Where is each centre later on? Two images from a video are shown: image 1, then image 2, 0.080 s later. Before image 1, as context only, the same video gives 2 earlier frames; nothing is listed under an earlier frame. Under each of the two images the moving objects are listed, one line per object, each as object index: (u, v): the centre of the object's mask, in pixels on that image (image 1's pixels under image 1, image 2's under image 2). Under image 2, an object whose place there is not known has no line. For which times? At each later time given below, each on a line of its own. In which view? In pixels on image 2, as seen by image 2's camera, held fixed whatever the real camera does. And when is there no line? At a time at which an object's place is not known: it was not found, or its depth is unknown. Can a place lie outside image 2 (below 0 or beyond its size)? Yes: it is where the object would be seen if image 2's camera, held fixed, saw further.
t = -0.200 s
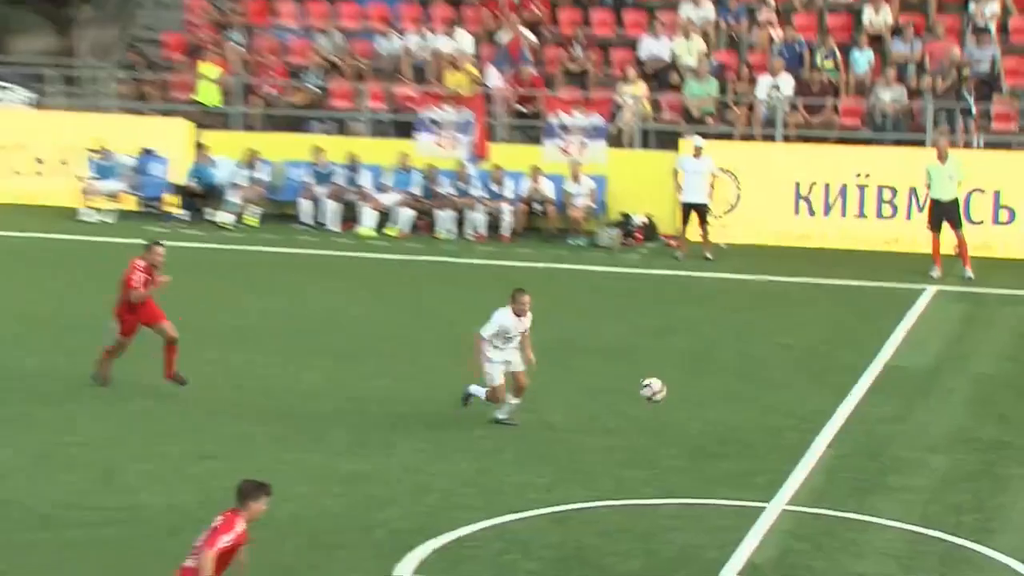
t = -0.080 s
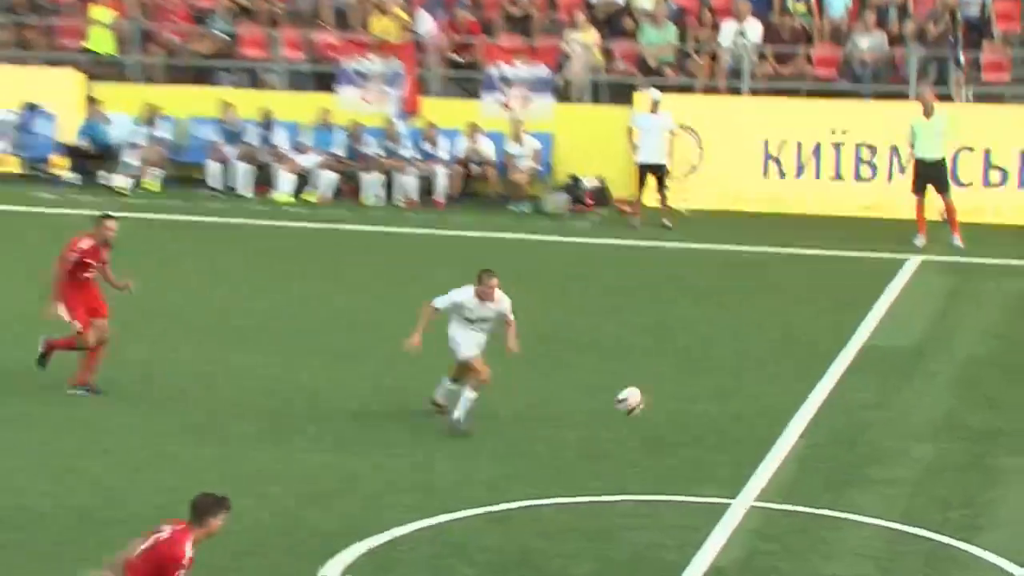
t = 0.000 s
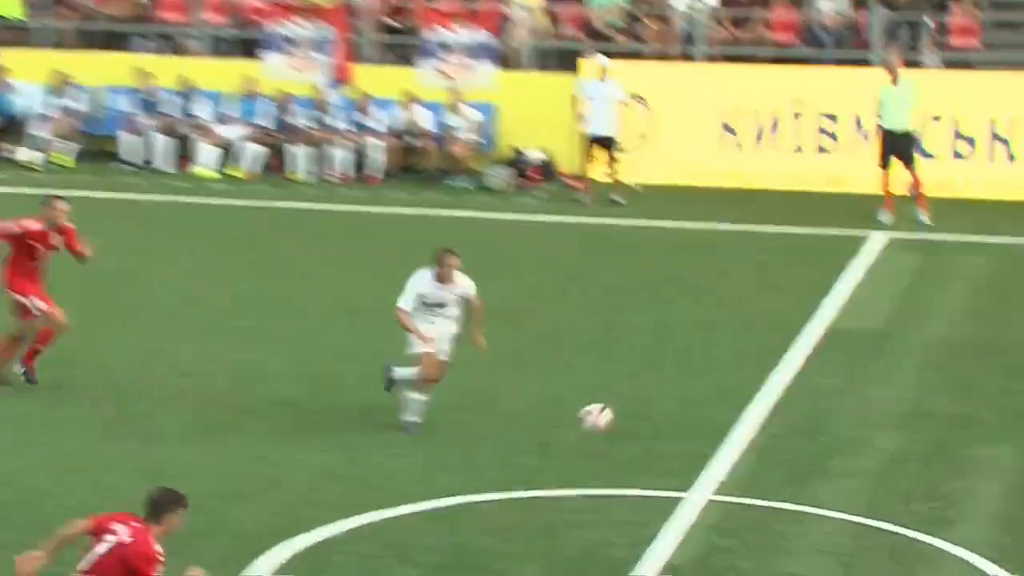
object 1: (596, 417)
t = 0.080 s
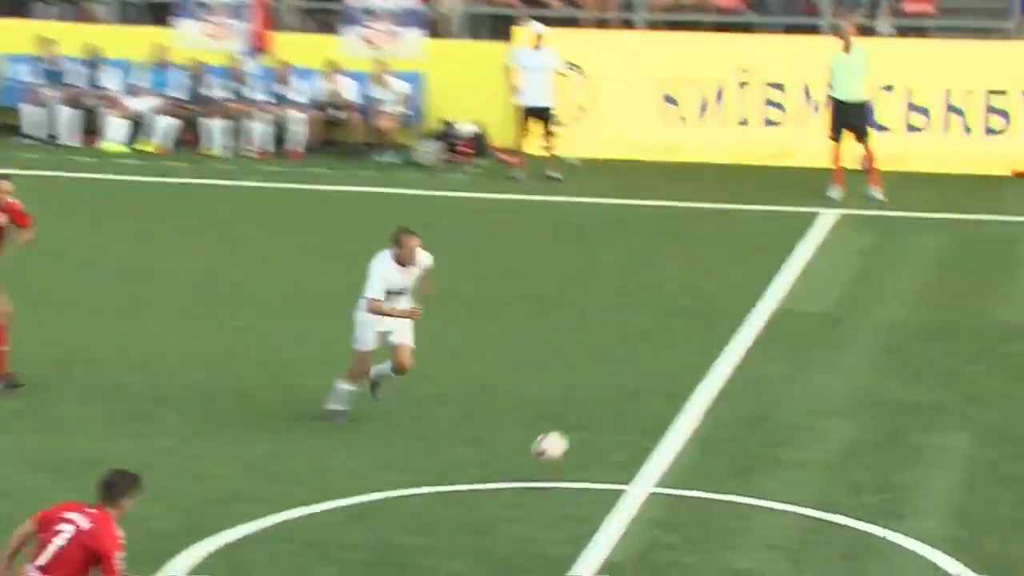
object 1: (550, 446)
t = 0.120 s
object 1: (561, 468)
